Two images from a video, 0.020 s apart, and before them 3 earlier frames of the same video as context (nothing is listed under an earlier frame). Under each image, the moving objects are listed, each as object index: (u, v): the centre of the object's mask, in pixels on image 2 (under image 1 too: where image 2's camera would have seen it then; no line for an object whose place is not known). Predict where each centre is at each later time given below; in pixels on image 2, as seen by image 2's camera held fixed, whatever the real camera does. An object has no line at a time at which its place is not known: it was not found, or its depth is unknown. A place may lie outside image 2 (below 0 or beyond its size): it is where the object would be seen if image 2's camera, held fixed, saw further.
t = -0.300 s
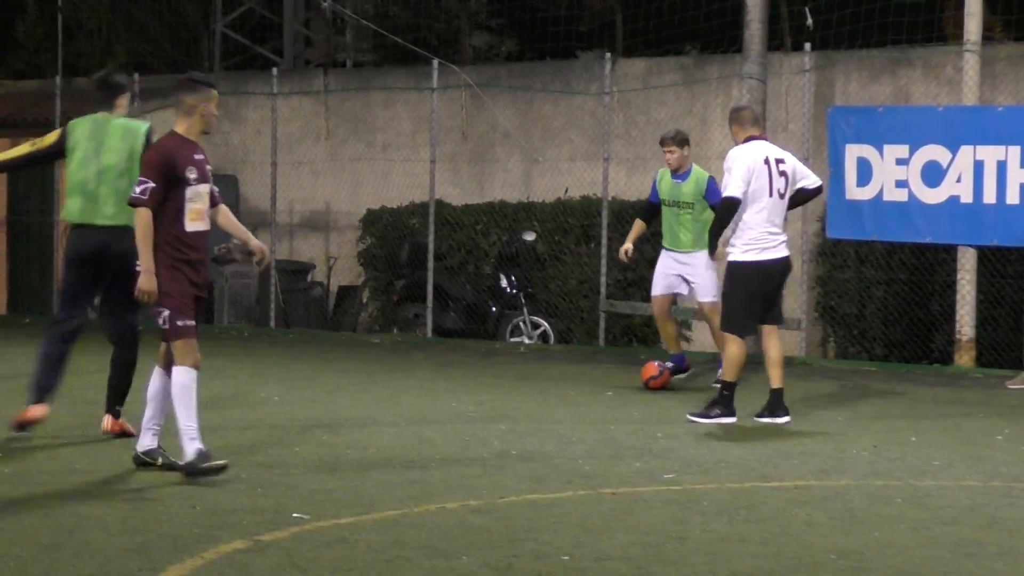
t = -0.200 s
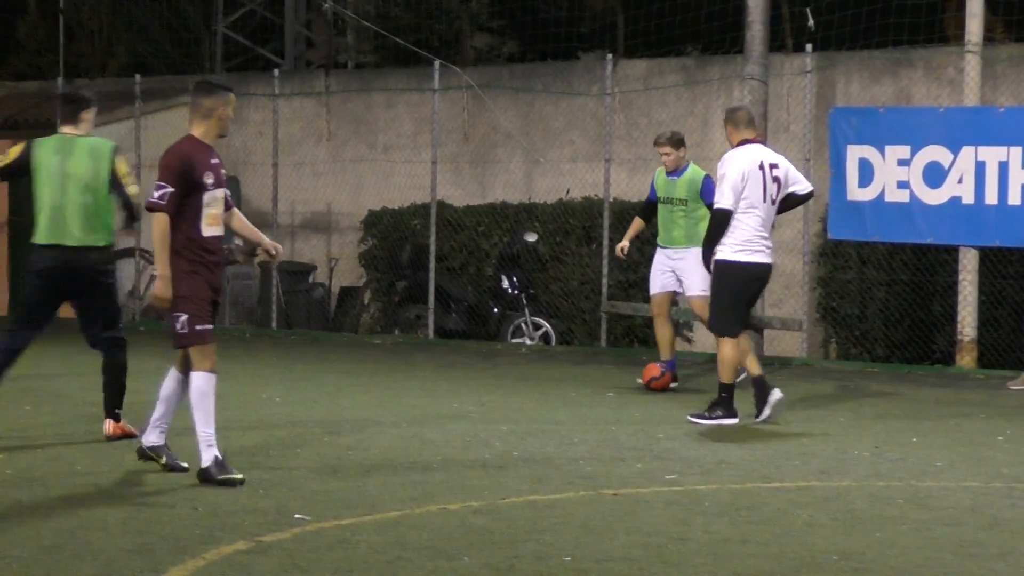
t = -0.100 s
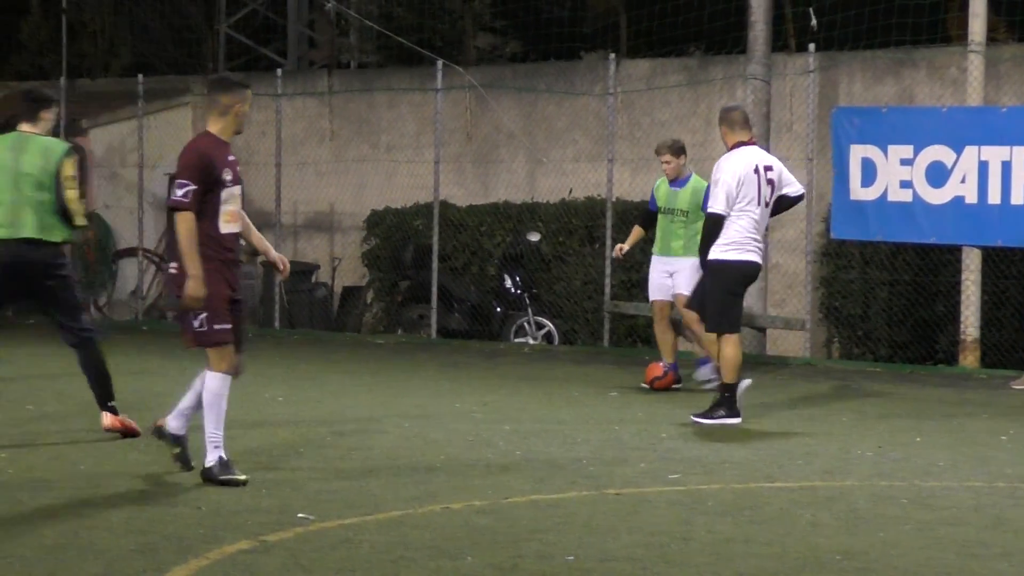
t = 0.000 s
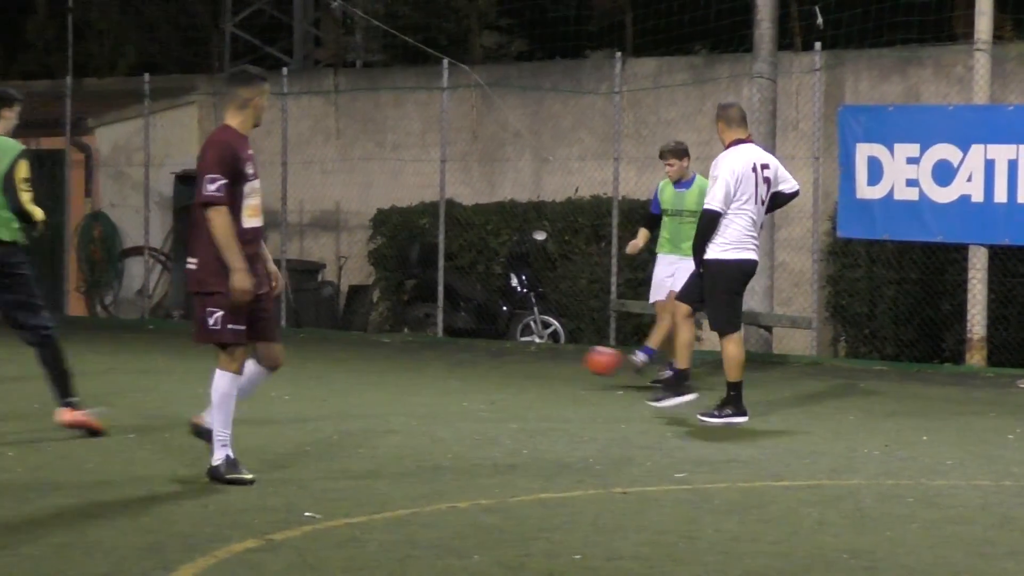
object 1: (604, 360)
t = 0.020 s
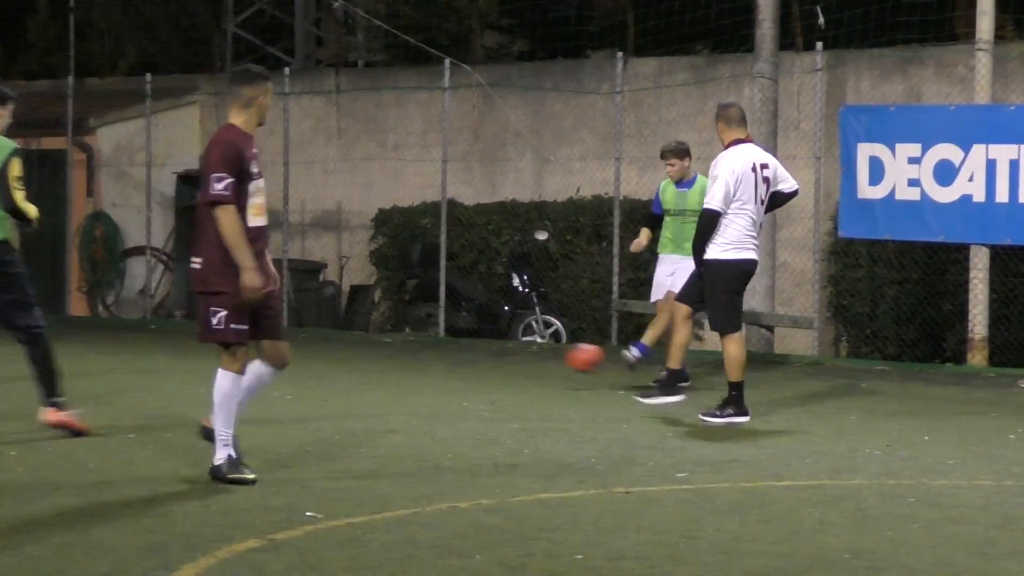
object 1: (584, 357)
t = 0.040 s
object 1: (565, 355)
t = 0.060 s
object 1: (547, 354)
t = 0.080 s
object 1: (529, 352)
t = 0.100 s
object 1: (508, 352)
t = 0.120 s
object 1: (488, 352)
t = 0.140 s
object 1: (469, 353)
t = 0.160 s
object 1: (451, 354)
